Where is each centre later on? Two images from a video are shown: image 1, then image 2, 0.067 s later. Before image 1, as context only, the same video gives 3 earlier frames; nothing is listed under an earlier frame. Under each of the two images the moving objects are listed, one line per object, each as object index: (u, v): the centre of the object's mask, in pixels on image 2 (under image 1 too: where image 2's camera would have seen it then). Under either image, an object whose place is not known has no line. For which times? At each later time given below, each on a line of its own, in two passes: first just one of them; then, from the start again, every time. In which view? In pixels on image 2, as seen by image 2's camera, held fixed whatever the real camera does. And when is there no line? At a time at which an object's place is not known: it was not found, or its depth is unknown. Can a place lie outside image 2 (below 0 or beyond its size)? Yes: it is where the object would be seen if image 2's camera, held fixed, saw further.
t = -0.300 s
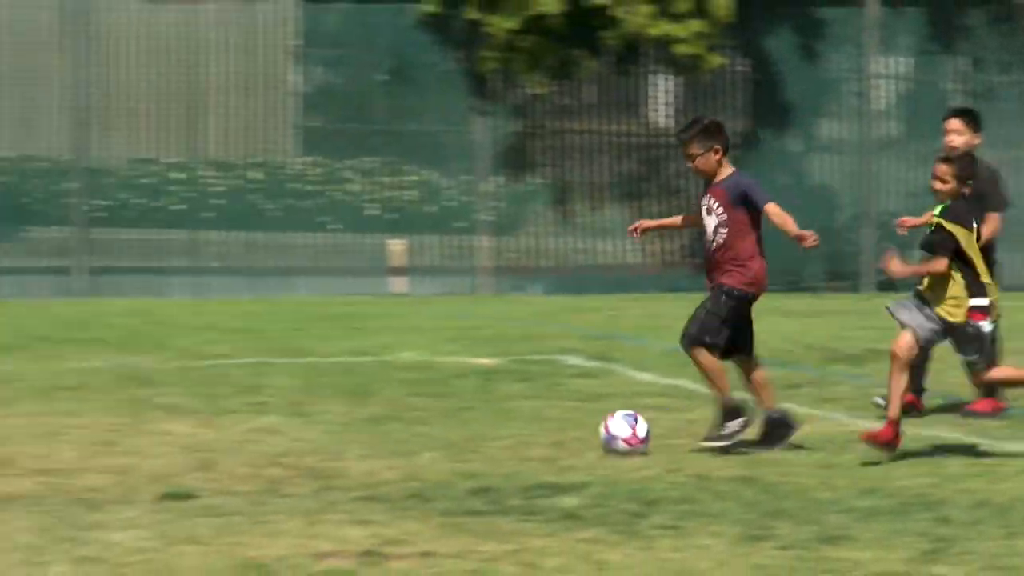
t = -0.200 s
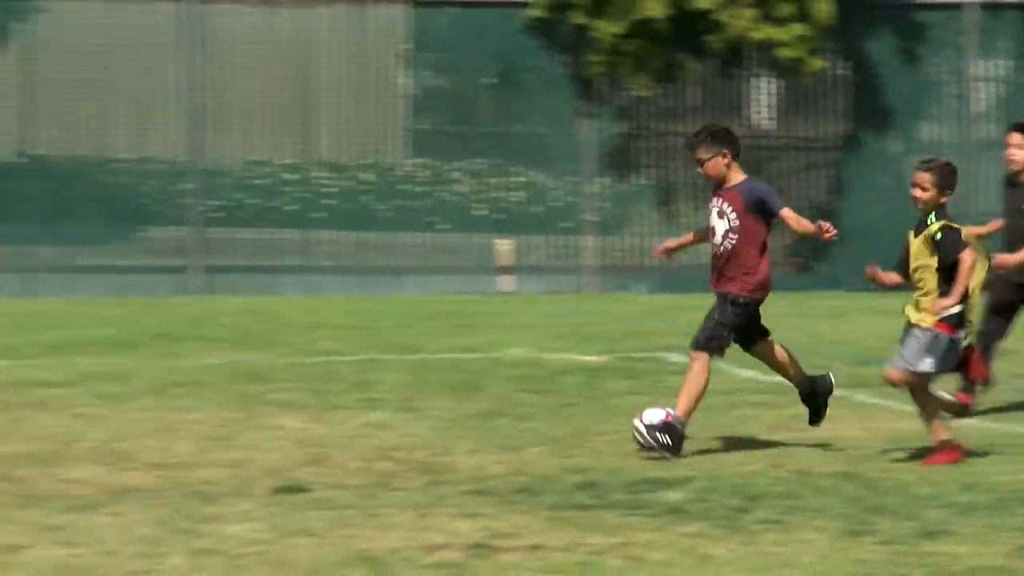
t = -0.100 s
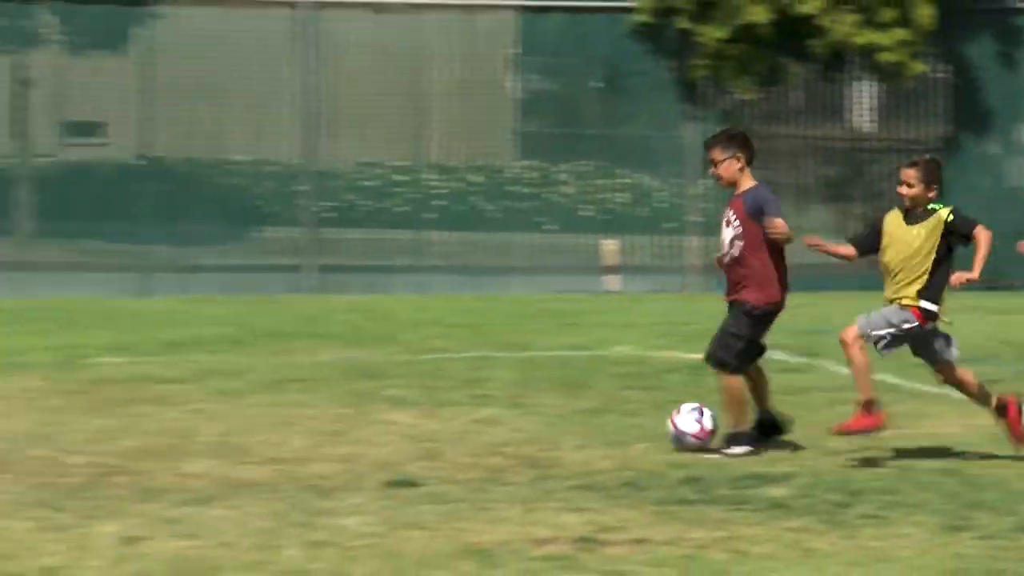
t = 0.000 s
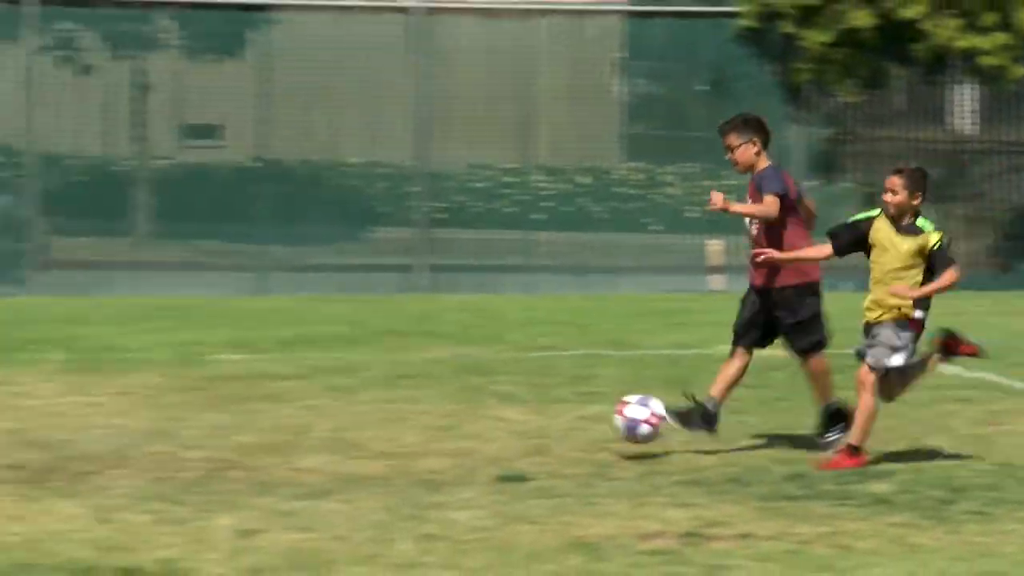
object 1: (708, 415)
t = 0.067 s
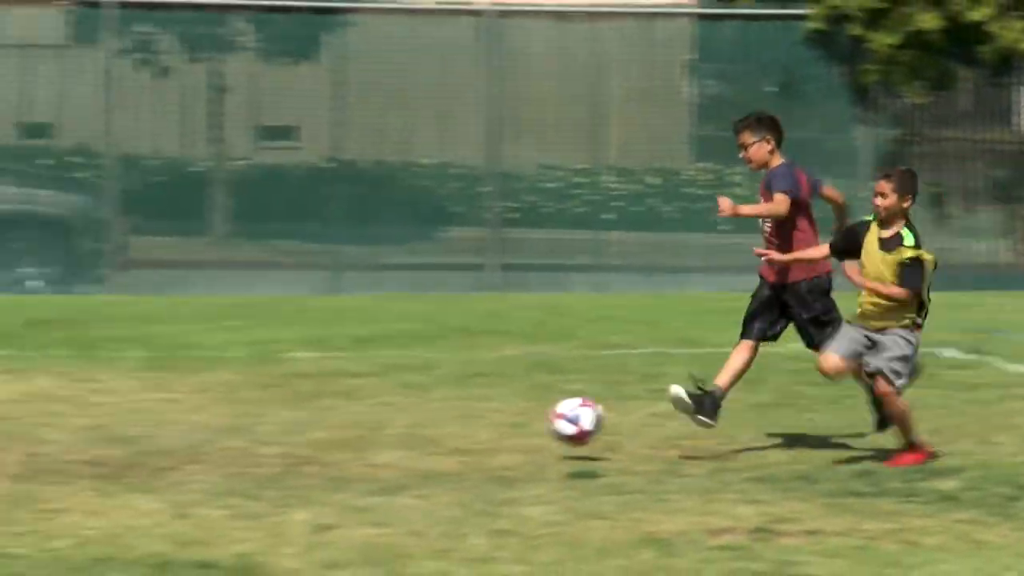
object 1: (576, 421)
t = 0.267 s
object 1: (191, 433)
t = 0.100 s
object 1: (509, 427)
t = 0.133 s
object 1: (440, 438)
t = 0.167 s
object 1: (370, 448)
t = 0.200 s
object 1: (308, 446)
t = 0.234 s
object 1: (250, 438)
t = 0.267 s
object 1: (191, 433)
